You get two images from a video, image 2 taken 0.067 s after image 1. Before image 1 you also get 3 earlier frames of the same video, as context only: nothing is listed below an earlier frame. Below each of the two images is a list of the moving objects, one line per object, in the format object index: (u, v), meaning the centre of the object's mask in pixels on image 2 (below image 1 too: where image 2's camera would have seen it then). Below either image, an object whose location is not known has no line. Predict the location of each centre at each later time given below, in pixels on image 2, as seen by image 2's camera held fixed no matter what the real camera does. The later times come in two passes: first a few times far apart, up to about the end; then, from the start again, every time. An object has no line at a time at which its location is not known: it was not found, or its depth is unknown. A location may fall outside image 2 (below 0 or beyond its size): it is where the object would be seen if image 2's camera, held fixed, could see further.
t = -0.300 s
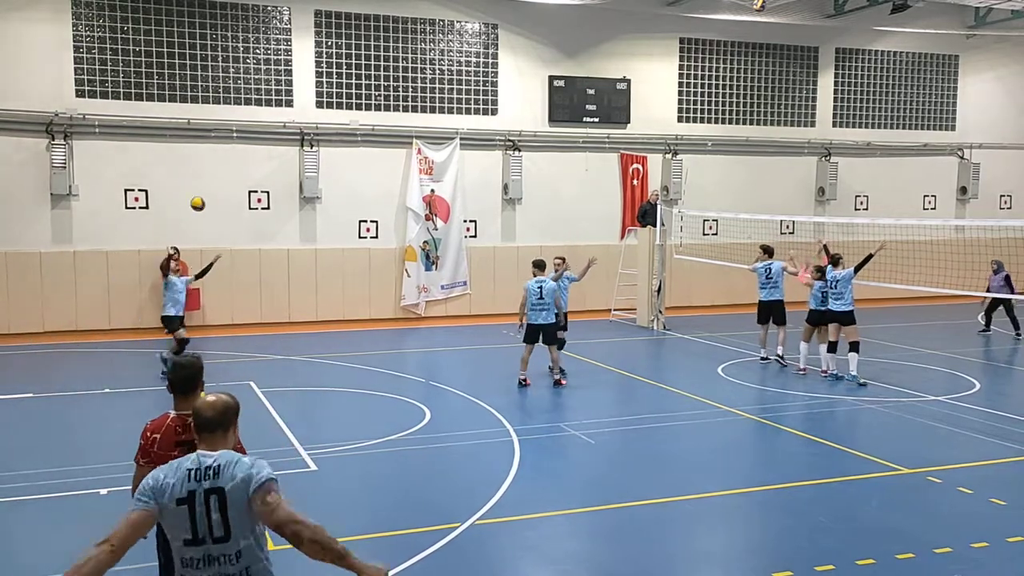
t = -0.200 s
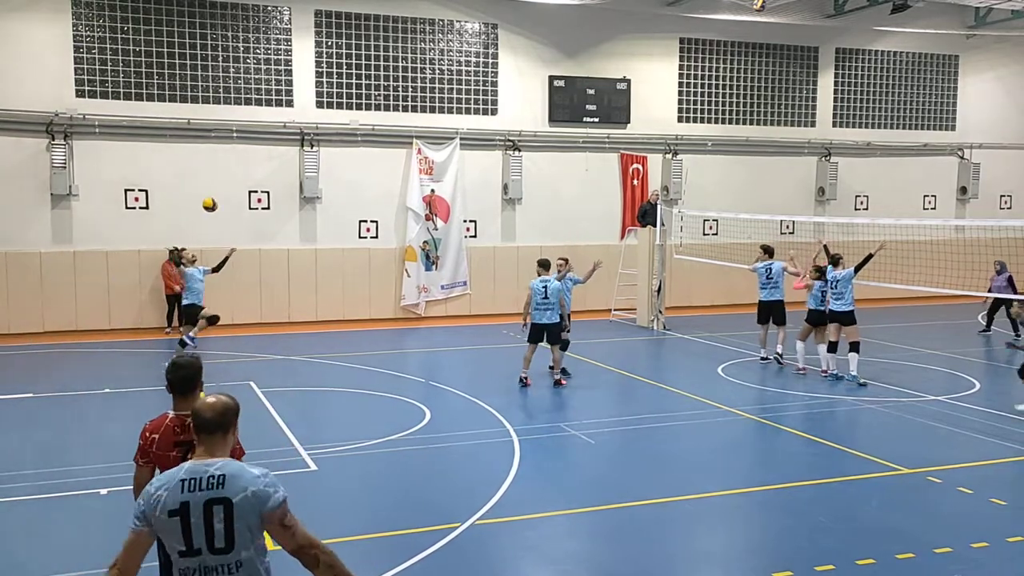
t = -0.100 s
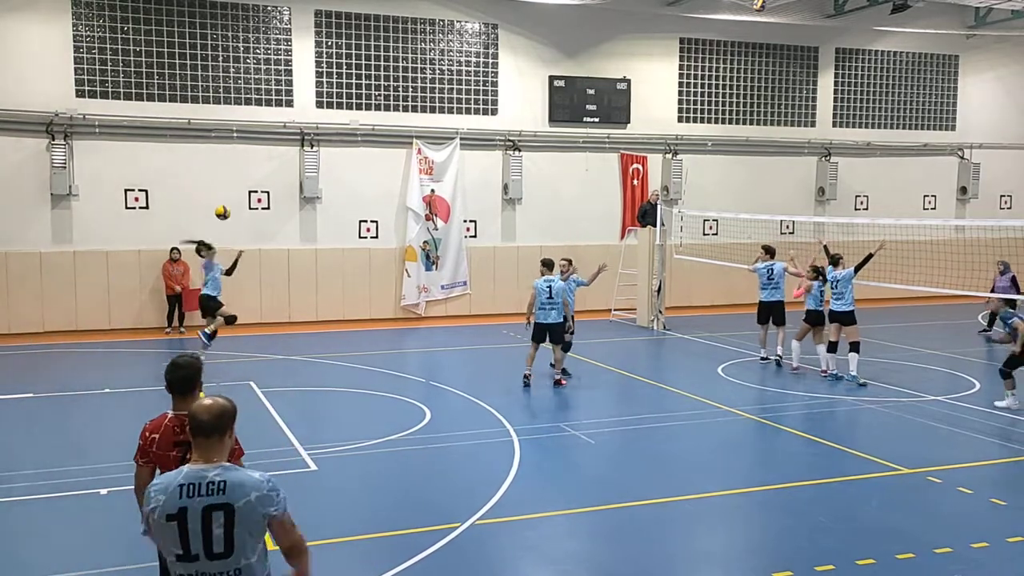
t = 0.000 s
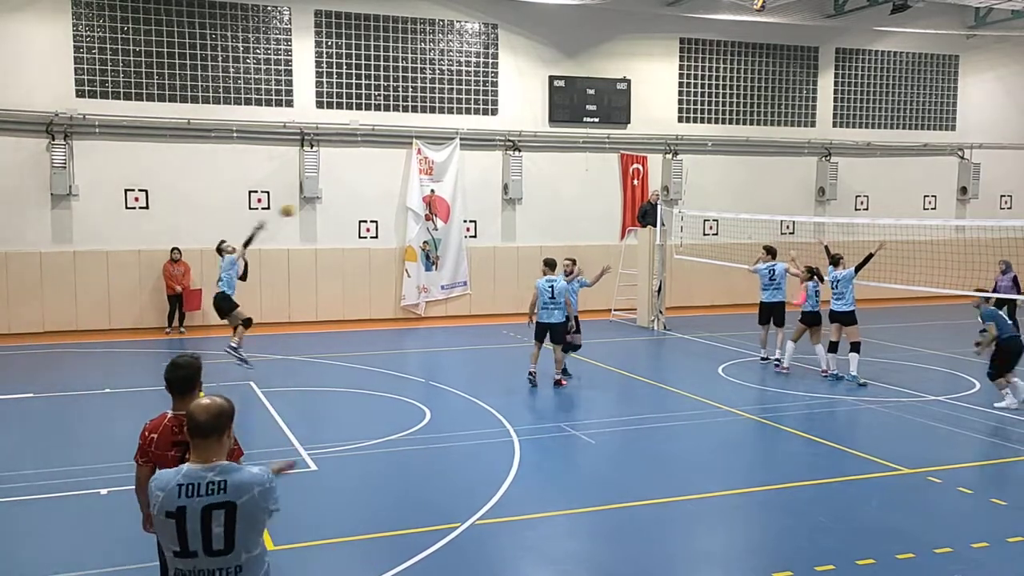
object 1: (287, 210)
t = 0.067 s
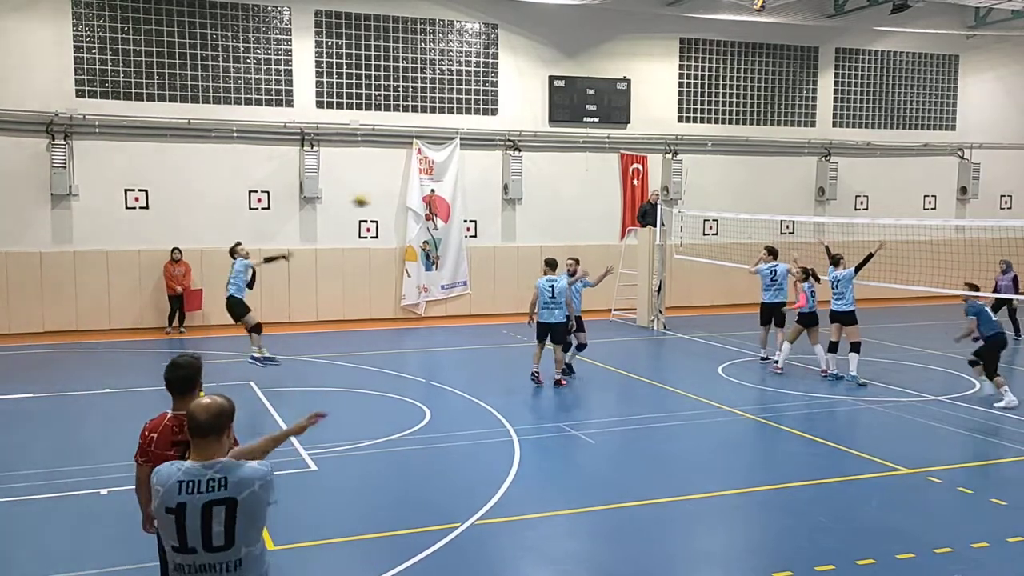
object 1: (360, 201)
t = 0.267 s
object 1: (563, 191)
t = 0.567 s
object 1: (811, 217)
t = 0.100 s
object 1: (396, 197)
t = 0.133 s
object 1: (430, 195)
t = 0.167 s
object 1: (466, 192)
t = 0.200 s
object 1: (500, 190)
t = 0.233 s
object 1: (531, 190)
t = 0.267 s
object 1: (563, 191)
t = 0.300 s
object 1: (595, 192)
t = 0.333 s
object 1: (624, 192)
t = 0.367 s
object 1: (654, 194)
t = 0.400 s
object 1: (684, 197)
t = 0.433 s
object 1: (713, 201)
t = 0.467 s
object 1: (741, 205)
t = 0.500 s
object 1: (770, 210)
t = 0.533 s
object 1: (797, 215)
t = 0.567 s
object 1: (811, 217)
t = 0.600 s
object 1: (820, 216)
